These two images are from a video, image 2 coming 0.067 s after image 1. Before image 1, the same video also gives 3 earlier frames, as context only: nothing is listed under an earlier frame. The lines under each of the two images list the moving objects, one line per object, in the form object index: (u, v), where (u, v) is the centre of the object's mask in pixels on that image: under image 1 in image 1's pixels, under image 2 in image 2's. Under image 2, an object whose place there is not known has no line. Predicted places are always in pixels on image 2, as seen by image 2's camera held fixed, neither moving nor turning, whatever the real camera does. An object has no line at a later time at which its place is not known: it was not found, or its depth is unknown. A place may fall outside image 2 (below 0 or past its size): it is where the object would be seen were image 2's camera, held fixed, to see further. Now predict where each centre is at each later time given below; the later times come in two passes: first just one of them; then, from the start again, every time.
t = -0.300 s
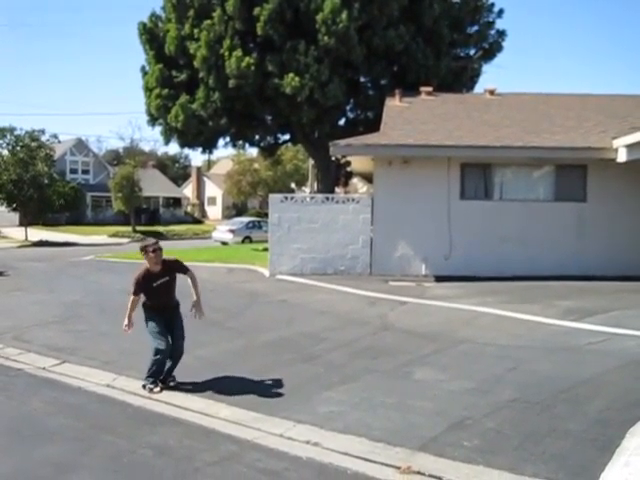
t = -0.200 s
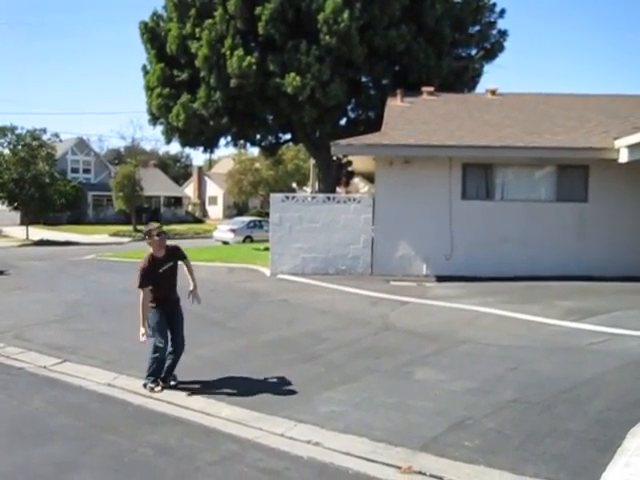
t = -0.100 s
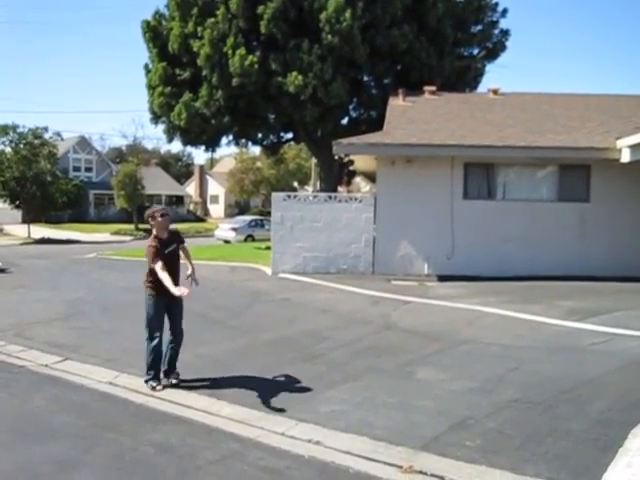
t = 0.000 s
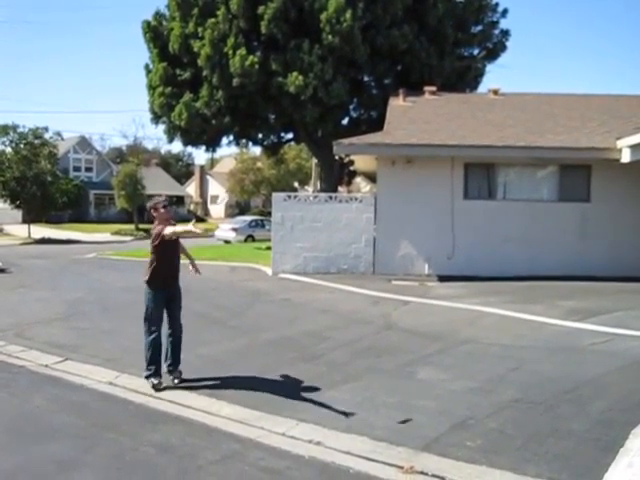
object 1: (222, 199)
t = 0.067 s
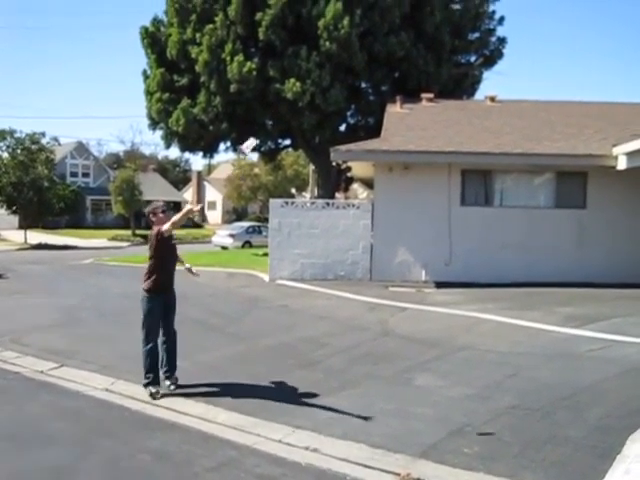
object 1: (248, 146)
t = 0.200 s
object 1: (314, 30)
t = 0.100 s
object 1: (264, 115)
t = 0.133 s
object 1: (280, 86)
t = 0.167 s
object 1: (297, 57)
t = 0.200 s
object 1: (314, 30)
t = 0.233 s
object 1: (332, 2)
